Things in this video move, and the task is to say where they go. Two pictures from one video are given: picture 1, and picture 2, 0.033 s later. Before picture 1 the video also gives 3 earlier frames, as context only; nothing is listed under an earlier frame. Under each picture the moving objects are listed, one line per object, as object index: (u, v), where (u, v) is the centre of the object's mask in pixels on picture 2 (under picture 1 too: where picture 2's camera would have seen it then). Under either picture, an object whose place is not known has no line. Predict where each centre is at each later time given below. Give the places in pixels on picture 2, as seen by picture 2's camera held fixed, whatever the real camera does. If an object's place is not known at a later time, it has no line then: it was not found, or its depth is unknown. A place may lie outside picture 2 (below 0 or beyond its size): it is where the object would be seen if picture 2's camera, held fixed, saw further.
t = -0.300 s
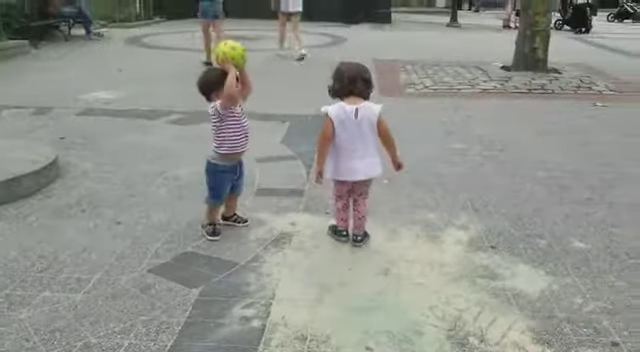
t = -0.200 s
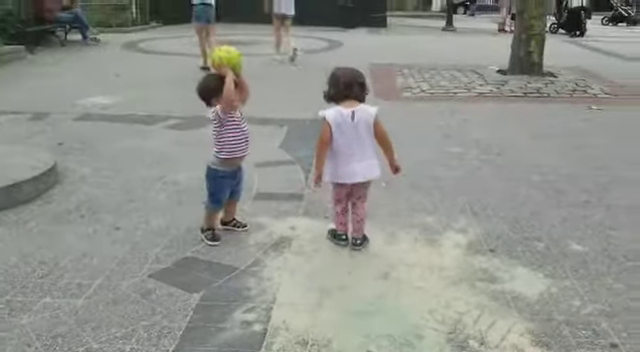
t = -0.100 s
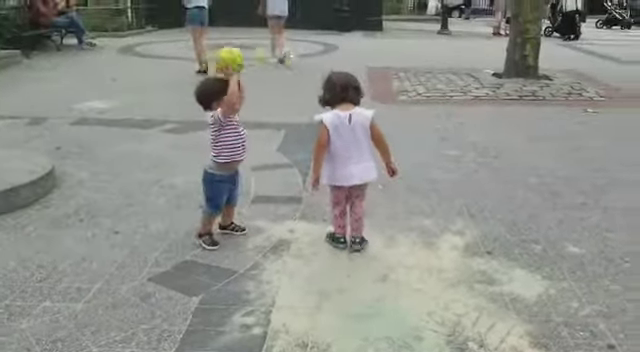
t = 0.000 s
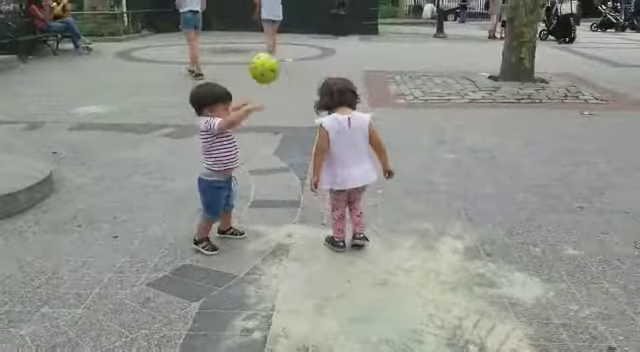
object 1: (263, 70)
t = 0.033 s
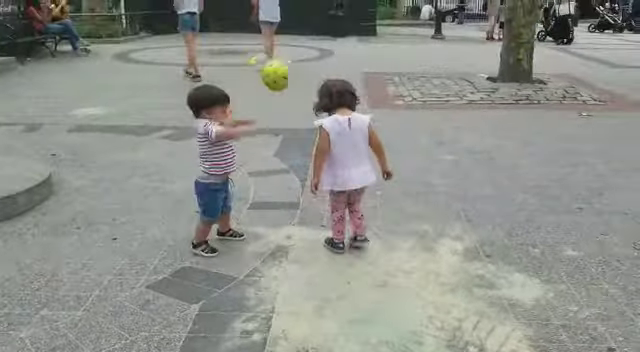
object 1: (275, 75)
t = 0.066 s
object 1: (290, 82)
